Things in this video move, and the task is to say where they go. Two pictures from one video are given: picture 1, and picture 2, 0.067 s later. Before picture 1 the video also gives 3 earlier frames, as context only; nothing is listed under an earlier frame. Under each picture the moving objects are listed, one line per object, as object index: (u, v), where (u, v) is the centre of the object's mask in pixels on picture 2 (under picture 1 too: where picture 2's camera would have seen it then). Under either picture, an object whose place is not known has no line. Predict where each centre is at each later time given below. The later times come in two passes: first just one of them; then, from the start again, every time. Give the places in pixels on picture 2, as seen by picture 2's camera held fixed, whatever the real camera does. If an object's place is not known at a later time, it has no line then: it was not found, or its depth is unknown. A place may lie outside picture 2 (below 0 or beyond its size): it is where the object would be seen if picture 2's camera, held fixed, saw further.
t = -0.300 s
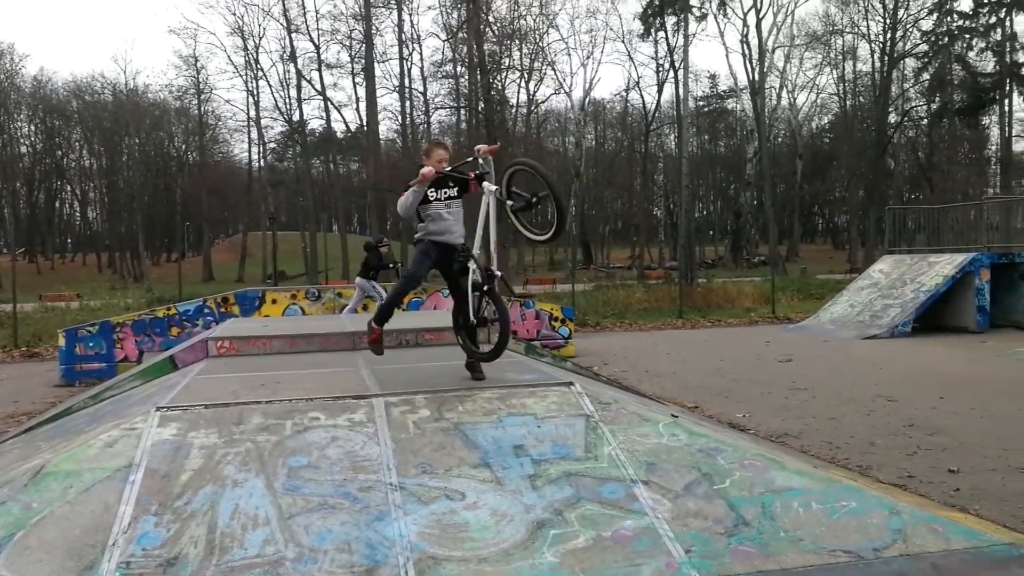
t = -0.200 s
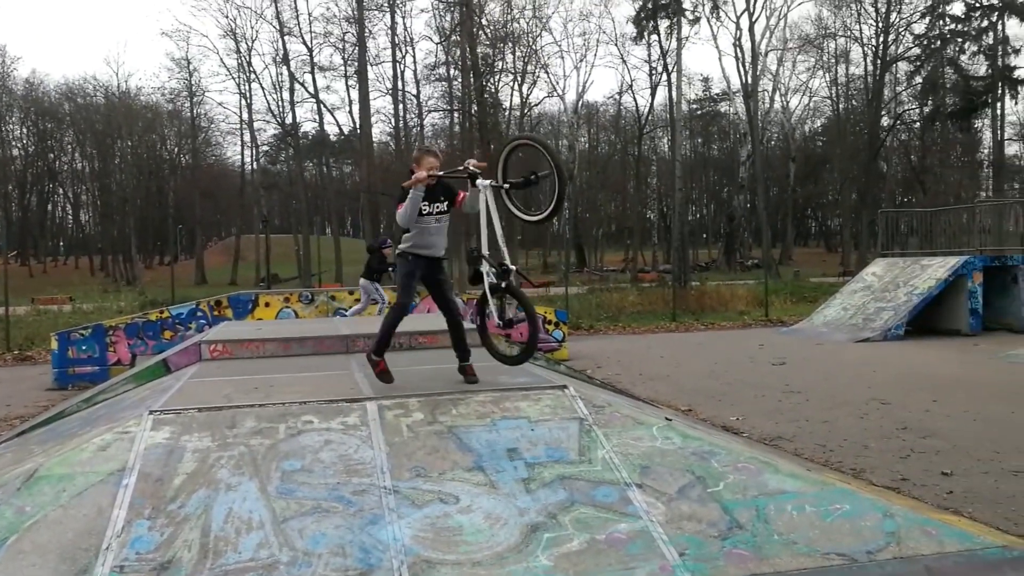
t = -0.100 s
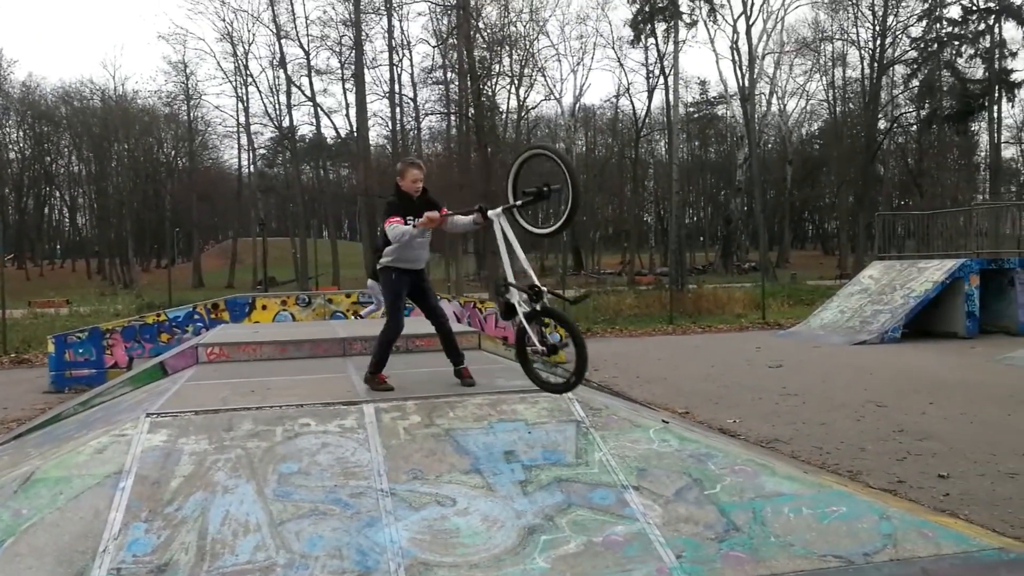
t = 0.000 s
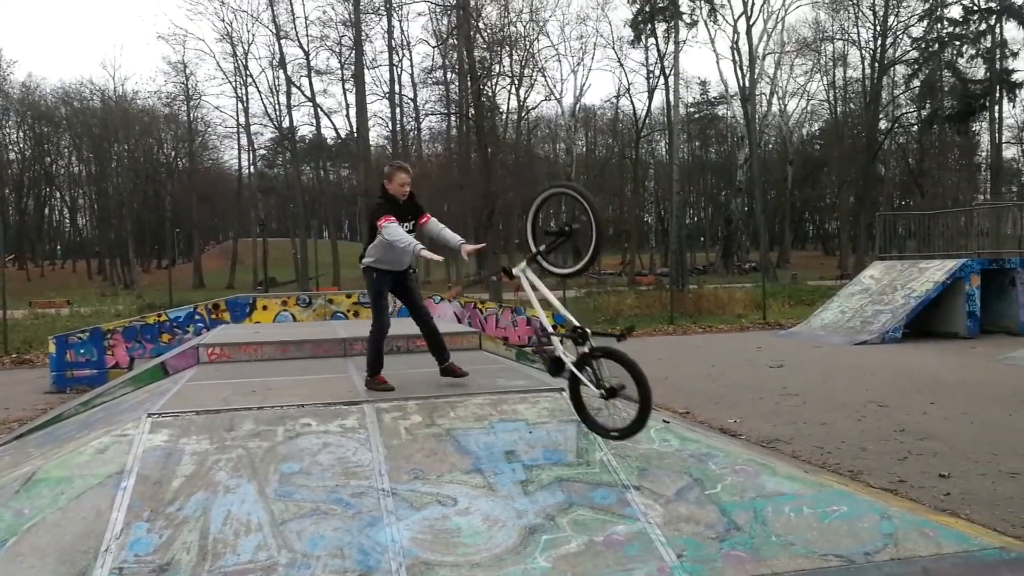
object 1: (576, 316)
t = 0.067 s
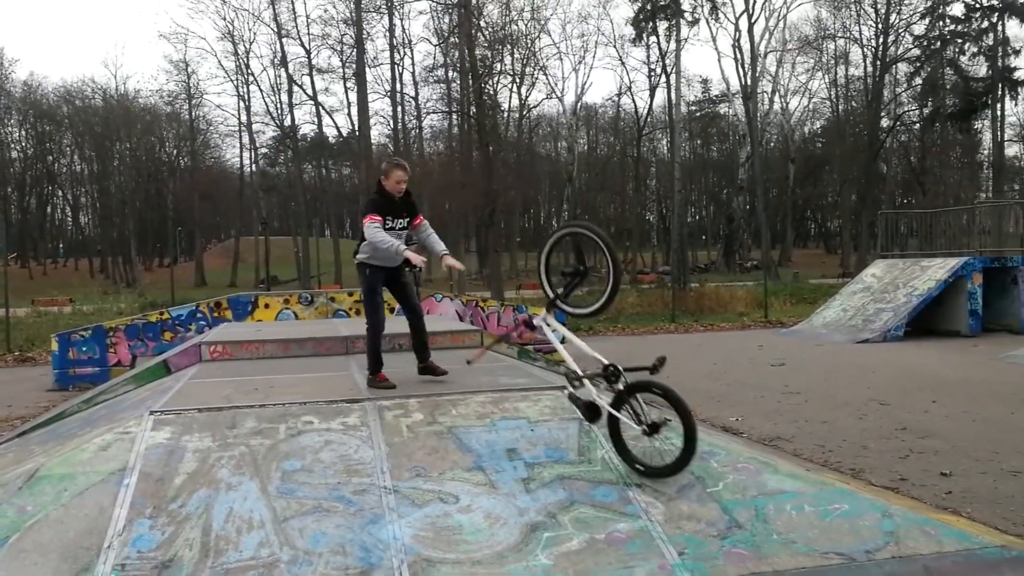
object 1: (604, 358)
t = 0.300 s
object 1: (724, 409)
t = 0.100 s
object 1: (620, 379)
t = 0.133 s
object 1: (635, 392)
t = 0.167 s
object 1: (652, 397)
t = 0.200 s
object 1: (669, 399)
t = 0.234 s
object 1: (685, 401)
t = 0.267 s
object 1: (701, 405)
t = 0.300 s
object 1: (724, 409)
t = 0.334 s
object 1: (744, 413)
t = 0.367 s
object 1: (772, 405)
